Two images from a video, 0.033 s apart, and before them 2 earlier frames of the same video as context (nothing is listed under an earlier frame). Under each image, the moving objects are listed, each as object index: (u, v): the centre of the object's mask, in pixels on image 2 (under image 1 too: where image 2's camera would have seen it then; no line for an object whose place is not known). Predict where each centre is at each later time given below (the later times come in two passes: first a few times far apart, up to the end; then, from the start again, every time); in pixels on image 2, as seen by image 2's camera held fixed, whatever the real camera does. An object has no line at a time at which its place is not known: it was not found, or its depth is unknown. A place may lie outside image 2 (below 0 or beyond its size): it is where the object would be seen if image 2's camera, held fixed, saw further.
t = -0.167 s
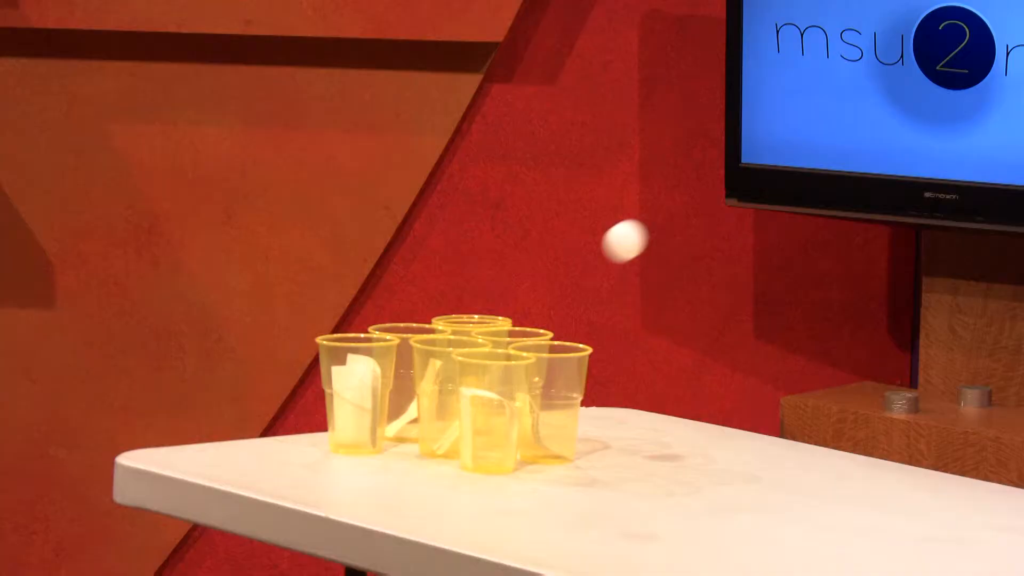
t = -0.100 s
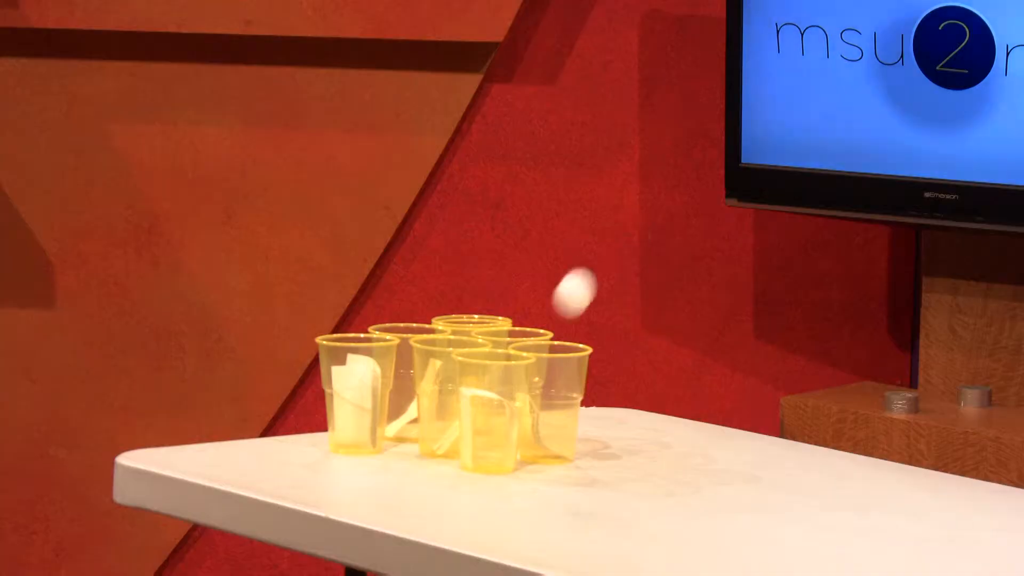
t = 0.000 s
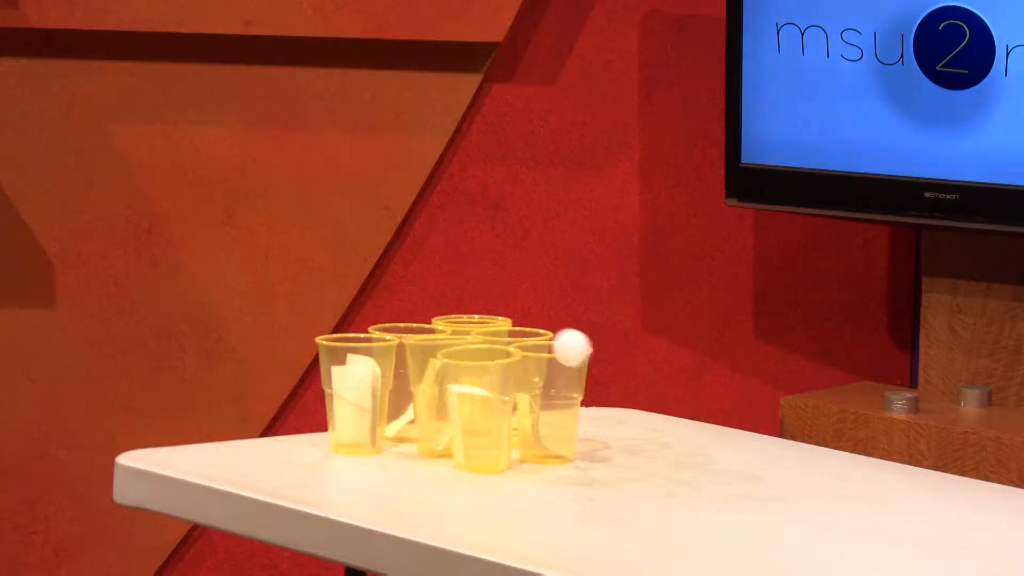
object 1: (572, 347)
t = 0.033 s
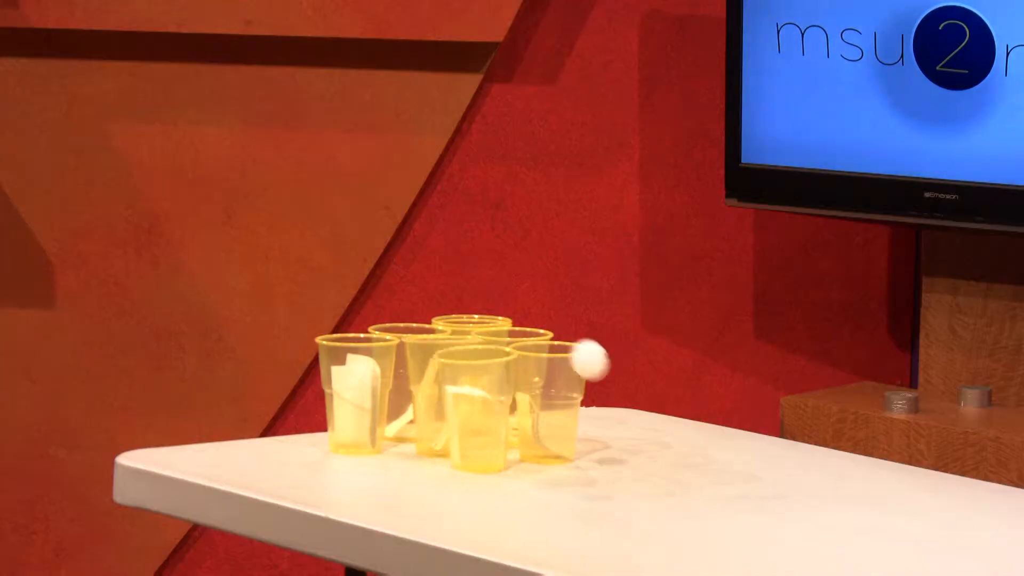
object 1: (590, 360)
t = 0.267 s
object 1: (664, 418)
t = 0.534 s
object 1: (714, 451)
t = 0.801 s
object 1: (769, 448)
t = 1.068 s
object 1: (825, 445)
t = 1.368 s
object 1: (884, 445)
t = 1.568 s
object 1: (927, 461)
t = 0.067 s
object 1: (607, 382)
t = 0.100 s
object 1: (622, 407)
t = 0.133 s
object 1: (641, 454)
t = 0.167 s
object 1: (648, 436)
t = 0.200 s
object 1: (654, 420)
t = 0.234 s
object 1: (659, 417)
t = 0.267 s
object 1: (664, 418)
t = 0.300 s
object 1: (668, 429)
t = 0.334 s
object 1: (673, 454)
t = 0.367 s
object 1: (680, 444)
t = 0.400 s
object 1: (687, 436)
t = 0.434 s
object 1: (693, 442)
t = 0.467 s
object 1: (700, 451)
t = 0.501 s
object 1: (707, 449)
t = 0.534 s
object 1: (714, 451)
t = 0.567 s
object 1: (721, 451)
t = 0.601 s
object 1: (728, 450)
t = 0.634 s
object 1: (736, 450)
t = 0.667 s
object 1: (743, 449)
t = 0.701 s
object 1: (750, 449)
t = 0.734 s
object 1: (755, 449)
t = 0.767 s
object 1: (763, 448)
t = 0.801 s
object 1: (769, 448)
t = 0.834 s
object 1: (776, 447)
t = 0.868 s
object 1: (784, 447)
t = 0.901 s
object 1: (791, 447)
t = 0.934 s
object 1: (798, 446)
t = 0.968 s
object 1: (804, 446)
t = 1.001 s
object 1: (811, 446)
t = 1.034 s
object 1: (818, 445)
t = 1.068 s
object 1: (825, 445)
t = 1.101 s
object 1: (831, 445)
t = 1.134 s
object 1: (837, 445)
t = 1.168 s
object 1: (844, 445)
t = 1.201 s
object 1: (850, 445)
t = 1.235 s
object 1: (856, 445)
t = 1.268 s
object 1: (863, 445)
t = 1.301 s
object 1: (870, 445)
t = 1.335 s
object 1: (877, 445)
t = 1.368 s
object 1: (884, 445)
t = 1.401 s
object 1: (891, 445)
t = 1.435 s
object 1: (898, 445)
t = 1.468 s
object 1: (905, 446)
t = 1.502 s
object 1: (911, 448)
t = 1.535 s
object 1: (920, 453)
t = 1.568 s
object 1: (927, 461)
